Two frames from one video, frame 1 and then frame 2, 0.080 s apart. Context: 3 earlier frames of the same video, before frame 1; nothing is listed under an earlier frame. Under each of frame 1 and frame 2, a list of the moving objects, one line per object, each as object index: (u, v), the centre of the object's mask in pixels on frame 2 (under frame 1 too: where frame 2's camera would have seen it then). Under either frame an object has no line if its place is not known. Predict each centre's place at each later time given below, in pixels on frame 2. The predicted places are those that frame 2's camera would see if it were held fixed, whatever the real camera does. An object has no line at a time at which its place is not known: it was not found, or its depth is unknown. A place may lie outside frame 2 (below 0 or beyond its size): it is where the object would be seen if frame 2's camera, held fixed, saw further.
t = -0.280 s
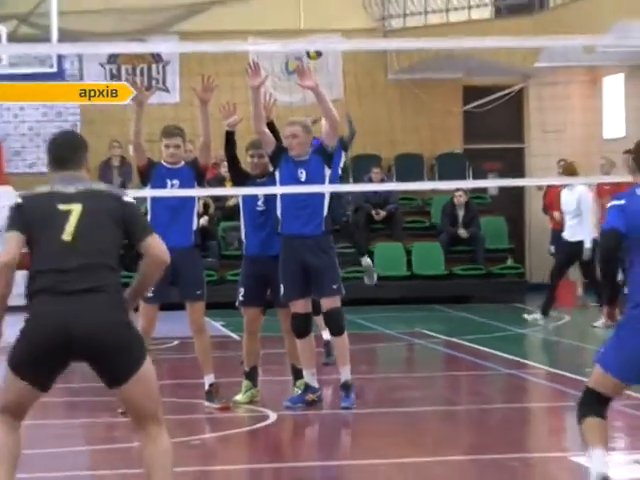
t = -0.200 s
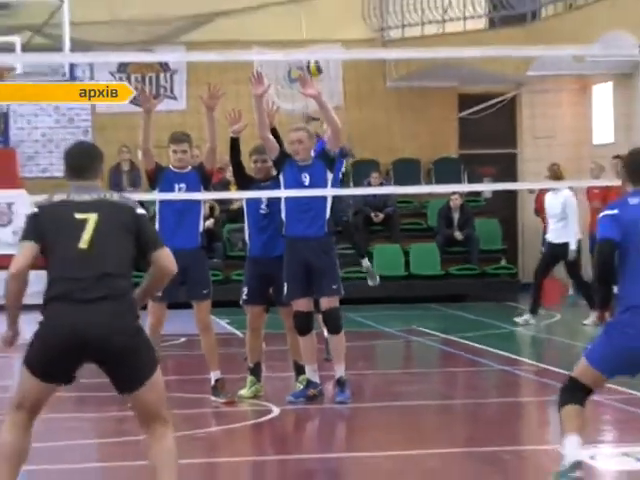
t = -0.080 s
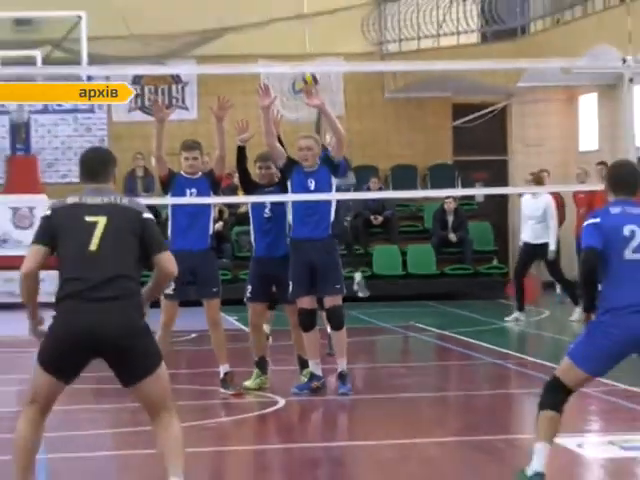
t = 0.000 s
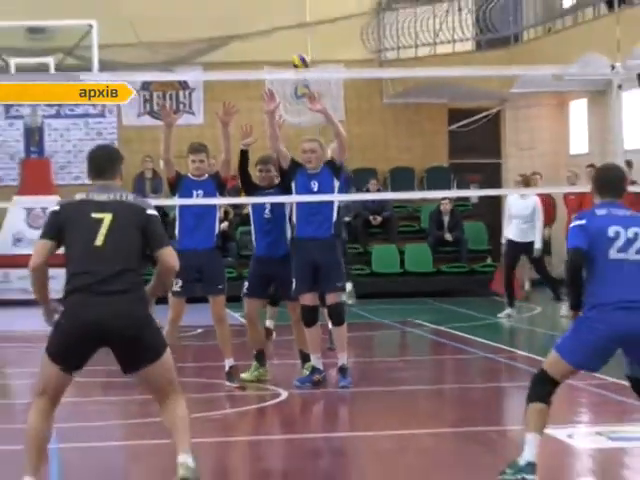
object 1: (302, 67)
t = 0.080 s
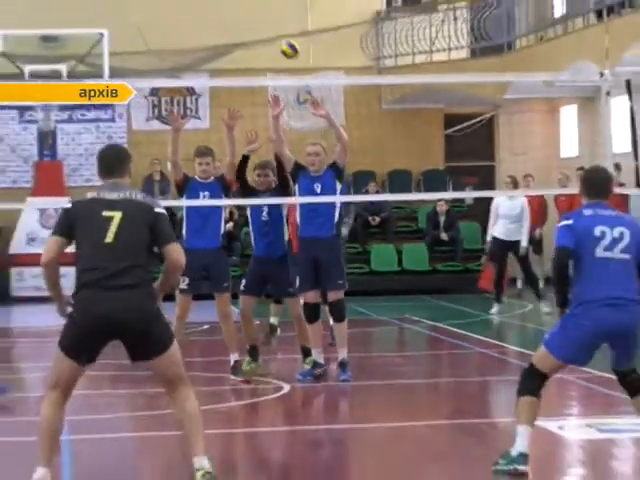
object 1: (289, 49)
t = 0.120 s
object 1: (282, 42)
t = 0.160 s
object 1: (277, 38)
